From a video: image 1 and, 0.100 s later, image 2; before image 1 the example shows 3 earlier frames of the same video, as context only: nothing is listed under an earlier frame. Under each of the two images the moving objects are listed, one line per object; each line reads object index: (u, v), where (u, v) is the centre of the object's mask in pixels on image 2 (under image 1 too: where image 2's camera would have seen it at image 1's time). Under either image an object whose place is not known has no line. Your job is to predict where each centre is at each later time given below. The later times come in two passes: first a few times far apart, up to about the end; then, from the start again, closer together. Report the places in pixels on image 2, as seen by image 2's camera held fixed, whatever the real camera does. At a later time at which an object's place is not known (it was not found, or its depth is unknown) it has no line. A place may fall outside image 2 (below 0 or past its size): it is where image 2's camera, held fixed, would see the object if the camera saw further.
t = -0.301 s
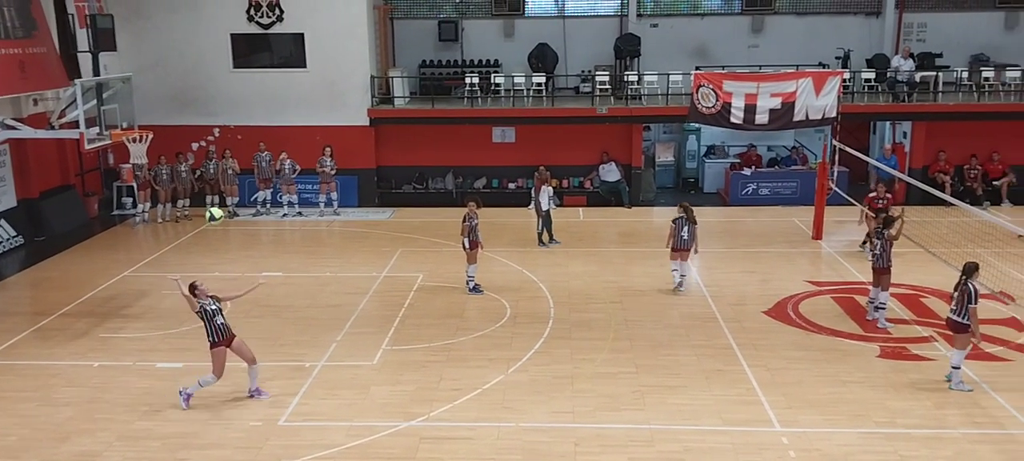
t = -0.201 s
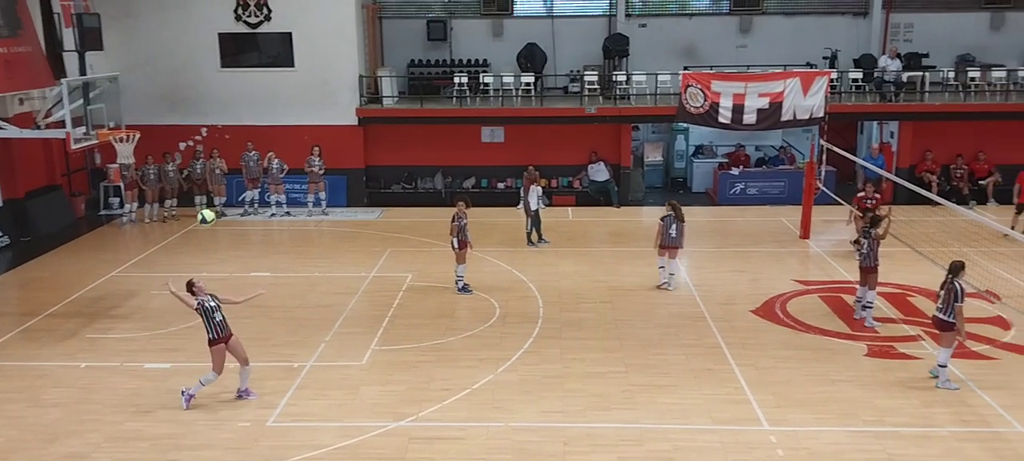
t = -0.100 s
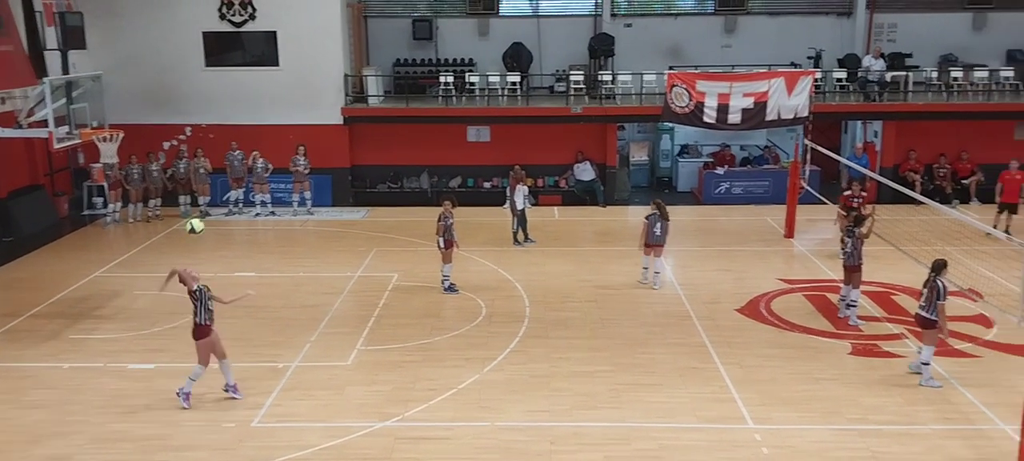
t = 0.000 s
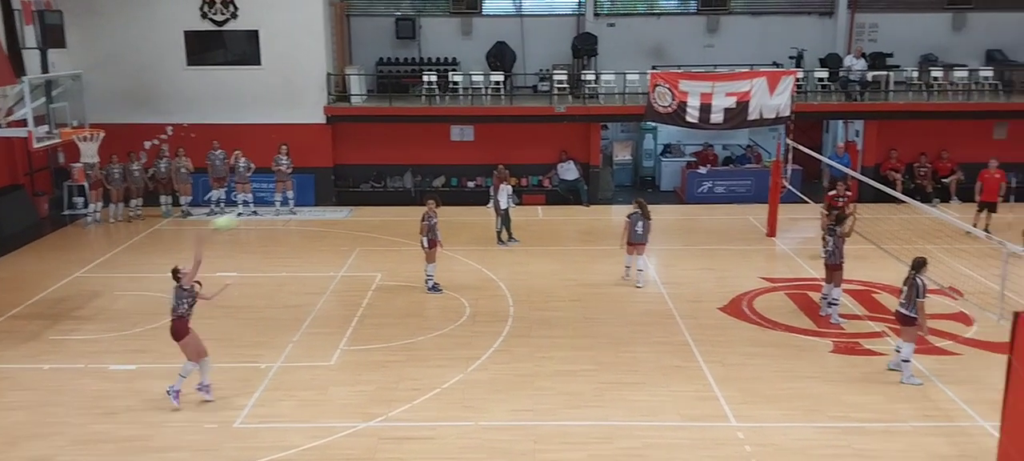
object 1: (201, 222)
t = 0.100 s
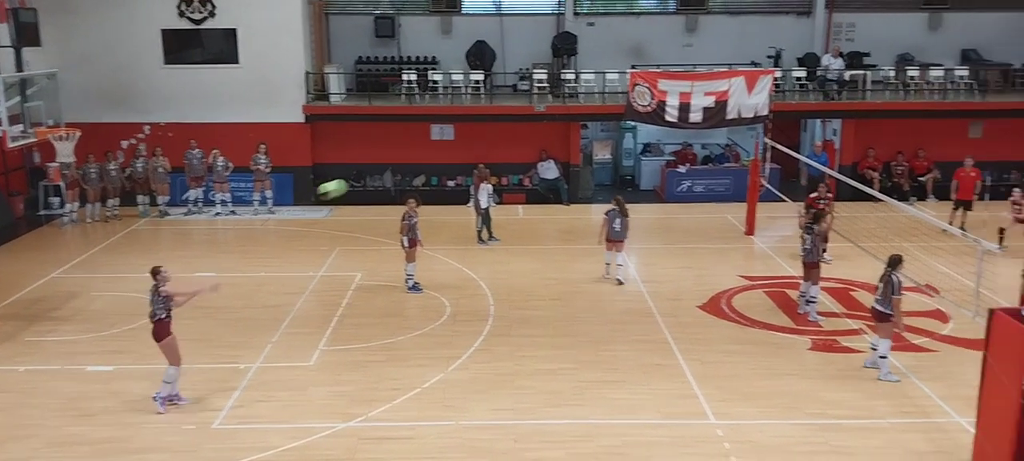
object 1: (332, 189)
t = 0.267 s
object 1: (535, 148)
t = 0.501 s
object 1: (795, 127)
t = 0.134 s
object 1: (375, 179)
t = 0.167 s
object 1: (415, 170)
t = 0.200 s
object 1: (456, 162)
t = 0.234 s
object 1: (496, 155)
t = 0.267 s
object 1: (535, 148)
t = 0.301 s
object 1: (574, 142)
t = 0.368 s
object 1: (651, 133)
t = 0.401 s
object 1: (687, 130)
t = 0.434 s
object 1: (723, 128)
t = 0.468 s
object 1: (760, 127)
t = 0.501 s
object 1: (795, 127)
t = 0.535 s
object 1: (832, 127)
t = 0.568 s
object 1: (867, 128)
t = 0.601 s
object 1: (902, 130)
